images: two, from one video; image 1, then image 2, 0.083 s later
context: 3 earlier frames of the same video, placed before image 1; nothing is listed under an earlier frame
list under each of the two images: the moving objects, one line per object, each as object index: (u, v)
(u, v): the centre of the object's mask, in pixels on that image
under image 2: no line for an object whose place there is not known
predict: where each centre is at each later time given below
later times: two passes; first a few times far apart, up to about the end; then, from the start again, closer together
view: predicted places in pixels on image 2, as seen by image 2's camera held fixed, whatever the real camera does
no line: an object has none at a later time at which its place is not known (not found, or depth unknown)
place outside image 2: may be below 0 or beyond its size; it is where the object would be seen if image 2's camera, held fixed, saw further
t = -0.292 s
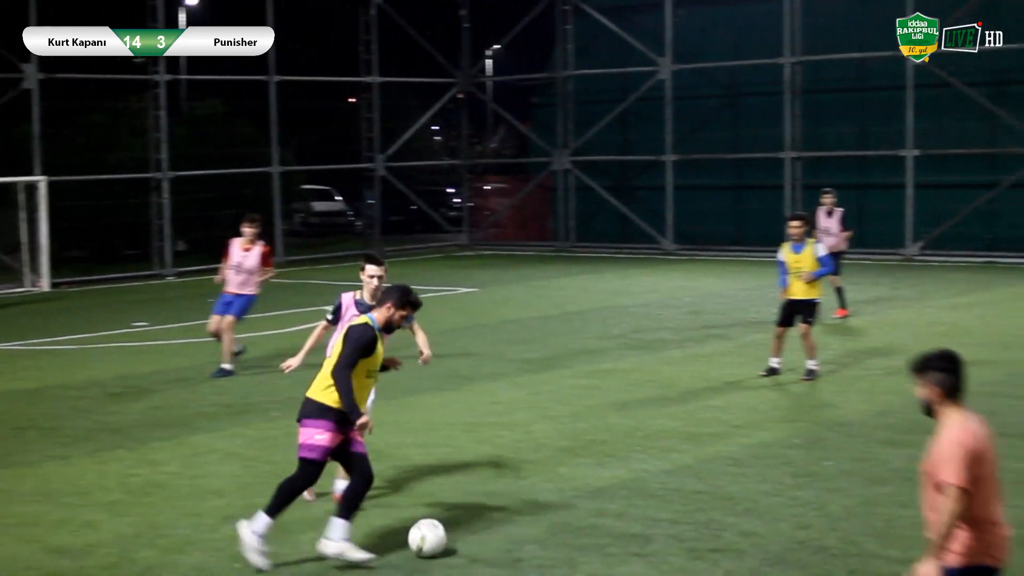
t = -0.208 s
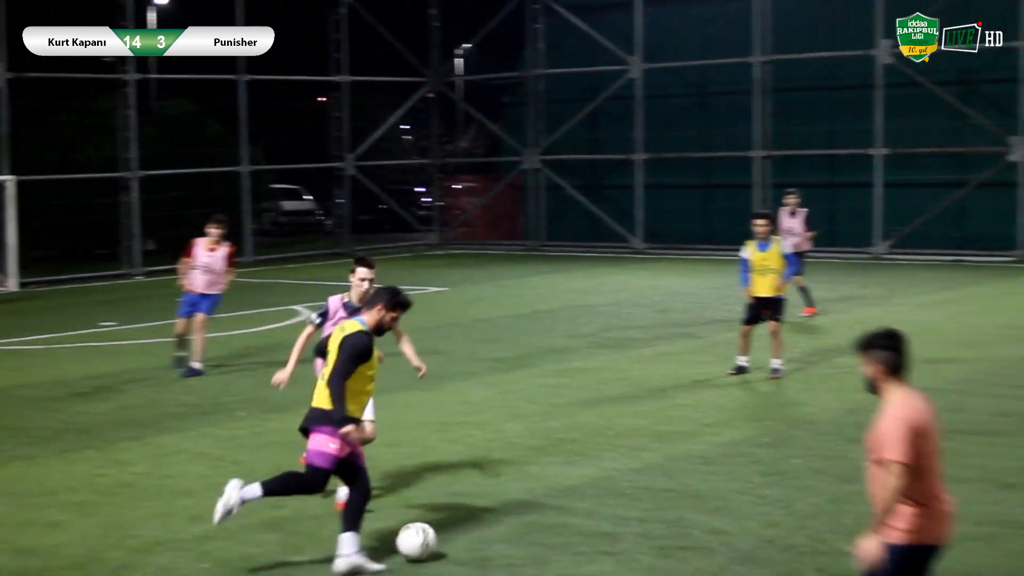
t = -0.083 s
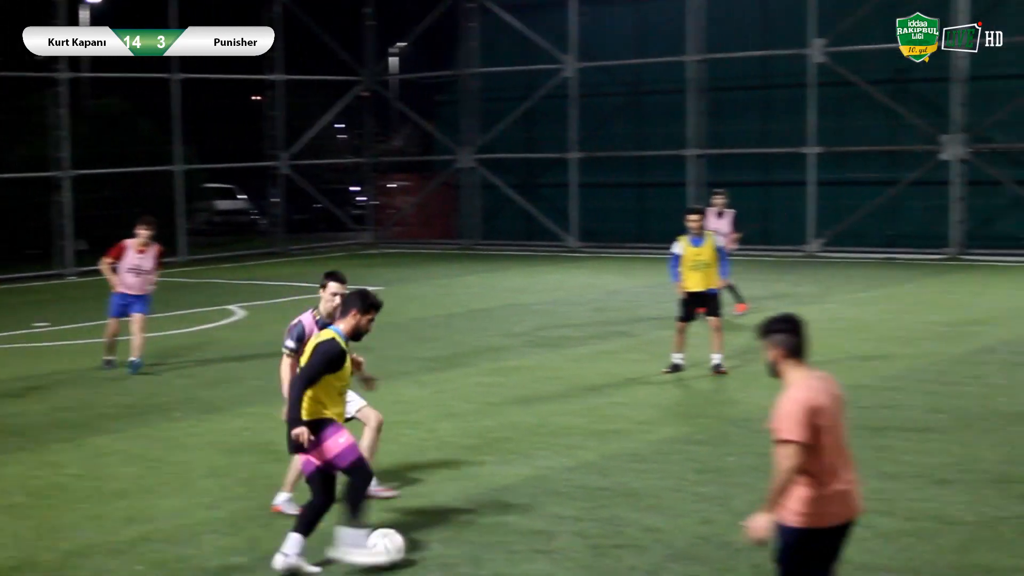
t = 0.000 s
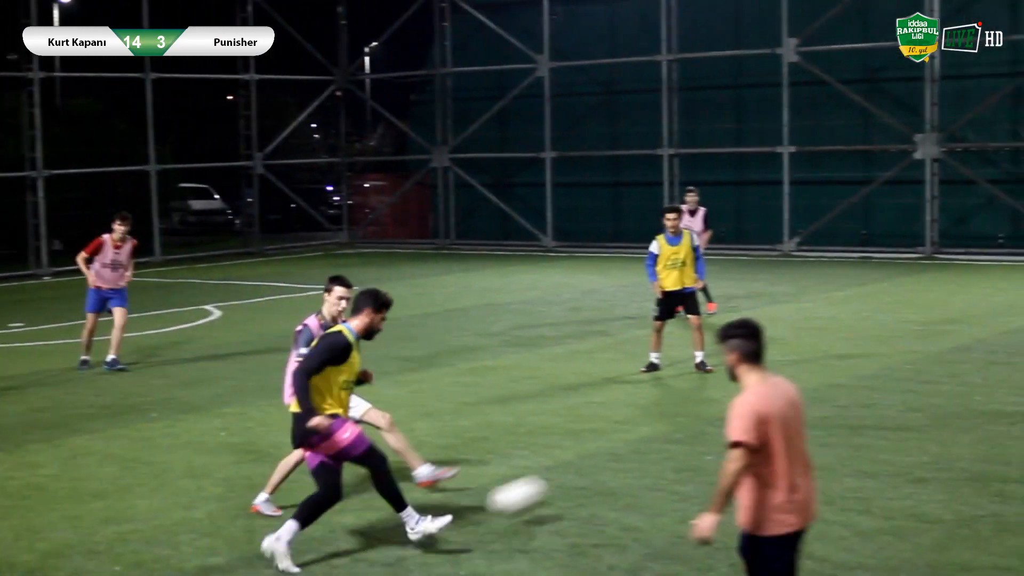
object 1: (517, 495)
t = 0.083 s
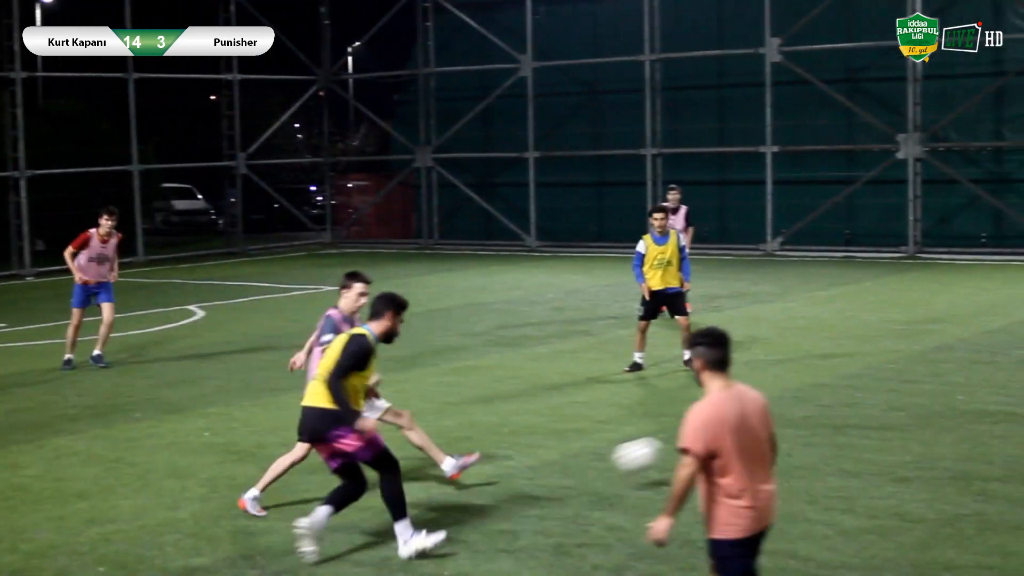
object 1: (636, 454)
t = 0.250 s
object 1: (869, 404)
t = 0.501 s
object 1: (1028, 364)
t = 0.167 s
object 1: (794, 425)
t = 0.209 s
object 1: (836, 421)
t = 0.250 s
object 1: (869, 404)
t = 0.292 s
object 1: (900, 391)
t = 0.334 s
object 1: (929, 381)
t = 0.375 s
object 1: (956, 373)
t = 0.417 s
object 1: (981, 369)
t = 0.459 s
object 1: (1006, 367)
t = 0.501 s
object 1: (1028, 364)
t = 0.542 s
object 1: (1046, 353)
